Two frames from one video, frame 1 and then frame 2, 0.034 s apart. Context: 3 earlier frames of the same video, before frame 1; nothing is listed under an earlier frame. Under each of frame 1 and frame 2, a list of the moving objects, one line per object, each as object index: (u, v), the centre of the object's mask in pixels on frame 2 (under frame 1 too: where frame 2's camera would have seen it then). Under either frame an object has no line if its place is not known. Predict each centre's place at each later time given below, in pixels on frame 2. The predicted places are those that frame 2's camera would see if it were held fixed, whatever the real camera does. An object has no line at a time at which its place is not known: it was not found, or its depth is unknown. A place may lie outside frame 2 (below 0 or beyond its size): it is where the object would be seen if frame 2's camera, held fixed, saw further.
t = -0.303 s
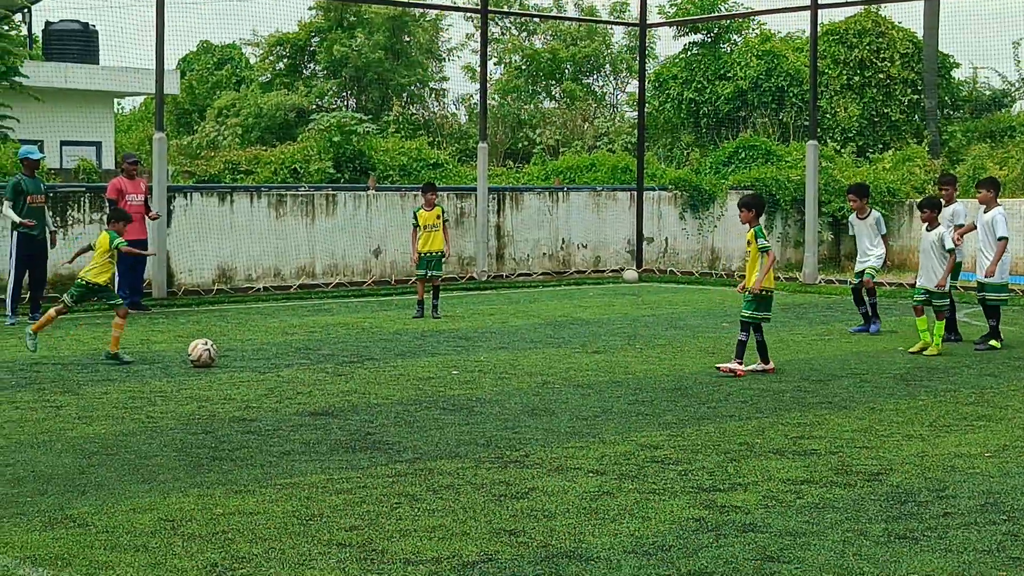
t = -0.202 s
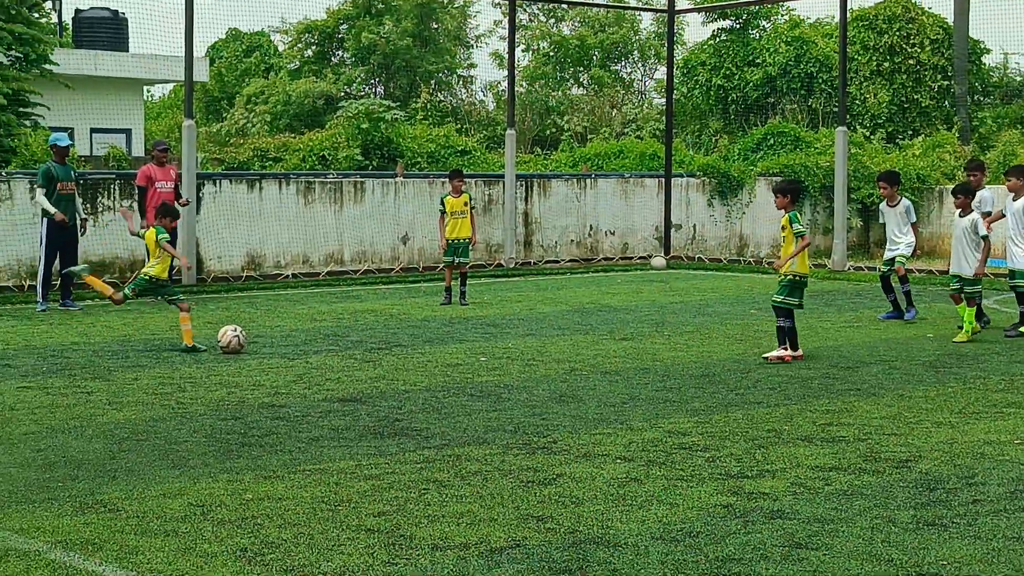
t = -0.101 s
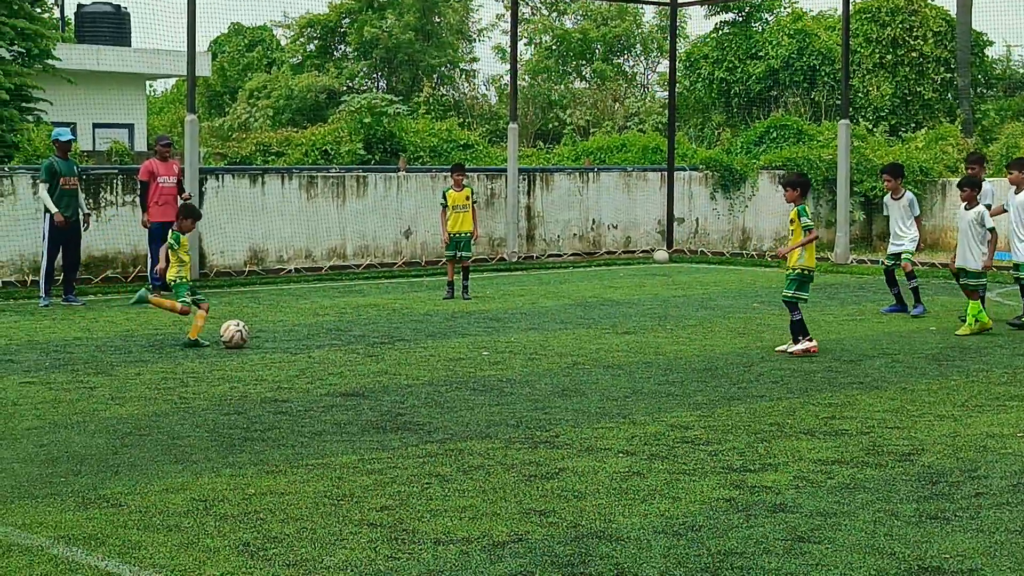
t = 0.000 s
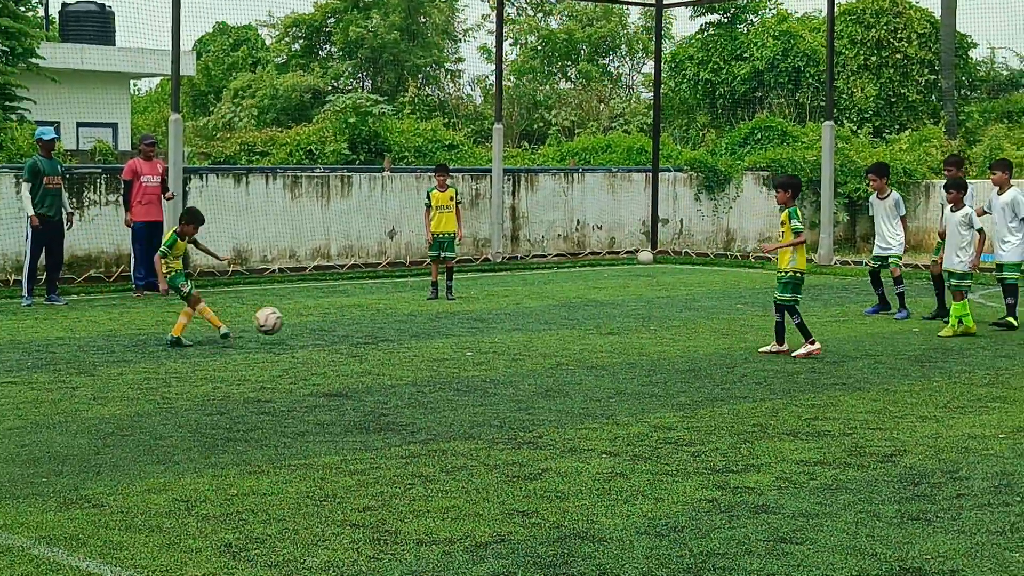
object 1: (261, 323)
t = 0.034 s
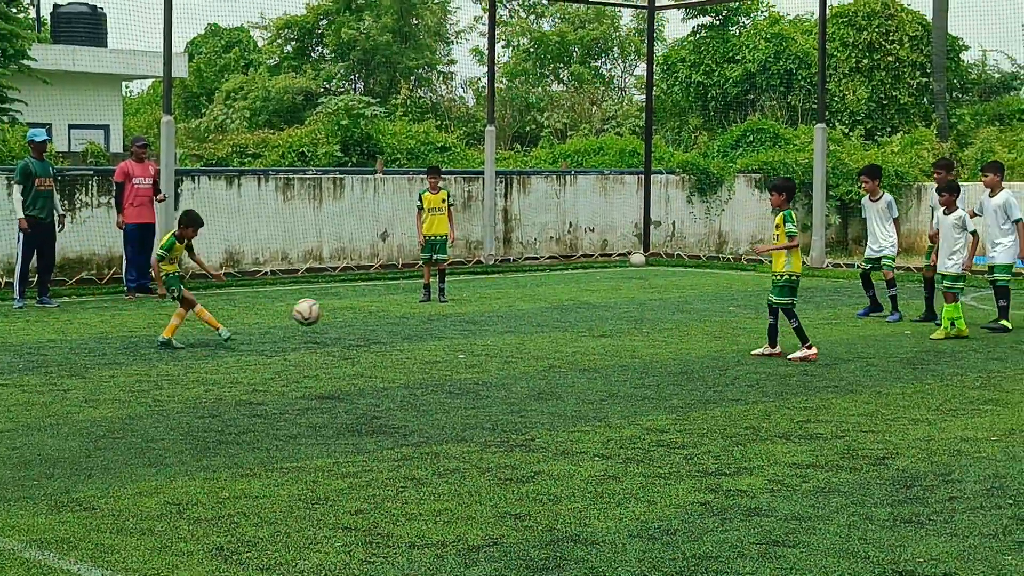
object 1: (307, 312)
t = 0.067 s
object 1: (351, 303)
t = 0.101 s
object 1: (393, 294)
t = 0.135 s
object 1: (431, 287)
